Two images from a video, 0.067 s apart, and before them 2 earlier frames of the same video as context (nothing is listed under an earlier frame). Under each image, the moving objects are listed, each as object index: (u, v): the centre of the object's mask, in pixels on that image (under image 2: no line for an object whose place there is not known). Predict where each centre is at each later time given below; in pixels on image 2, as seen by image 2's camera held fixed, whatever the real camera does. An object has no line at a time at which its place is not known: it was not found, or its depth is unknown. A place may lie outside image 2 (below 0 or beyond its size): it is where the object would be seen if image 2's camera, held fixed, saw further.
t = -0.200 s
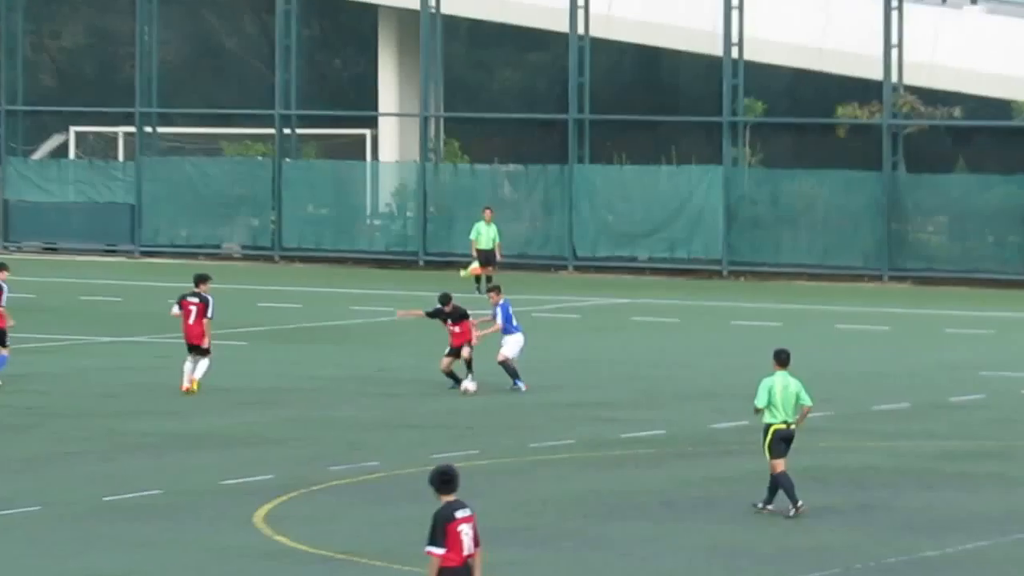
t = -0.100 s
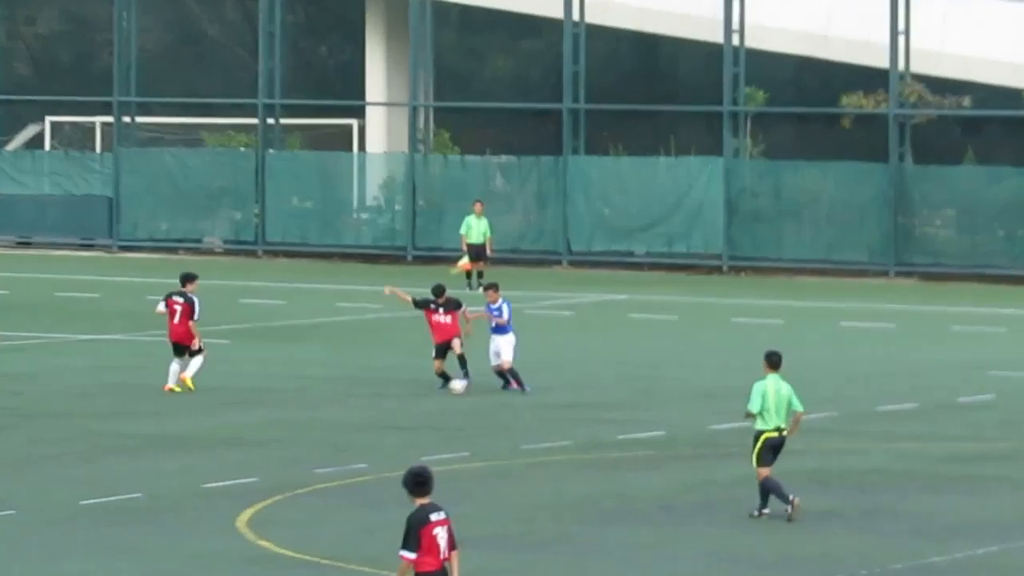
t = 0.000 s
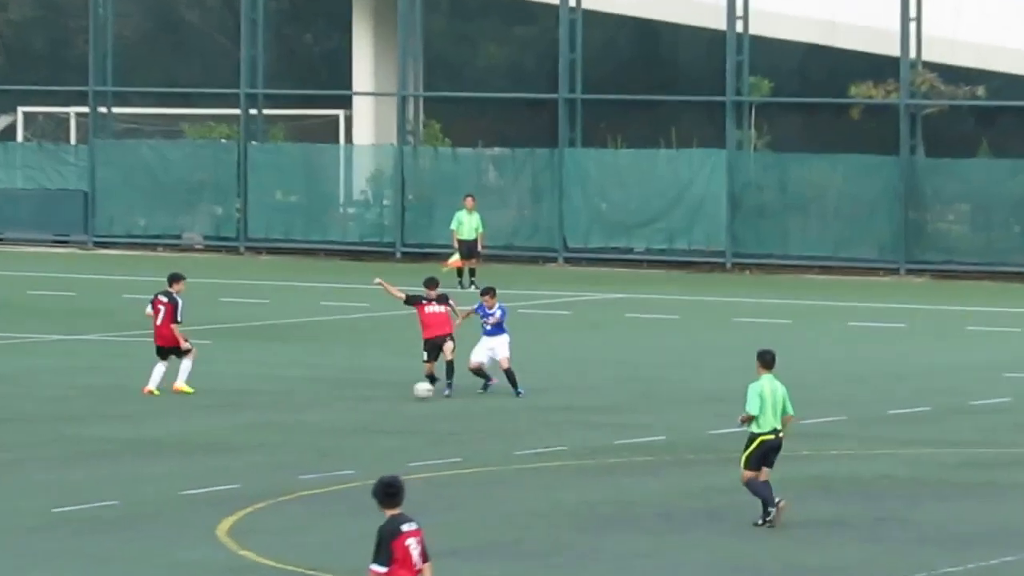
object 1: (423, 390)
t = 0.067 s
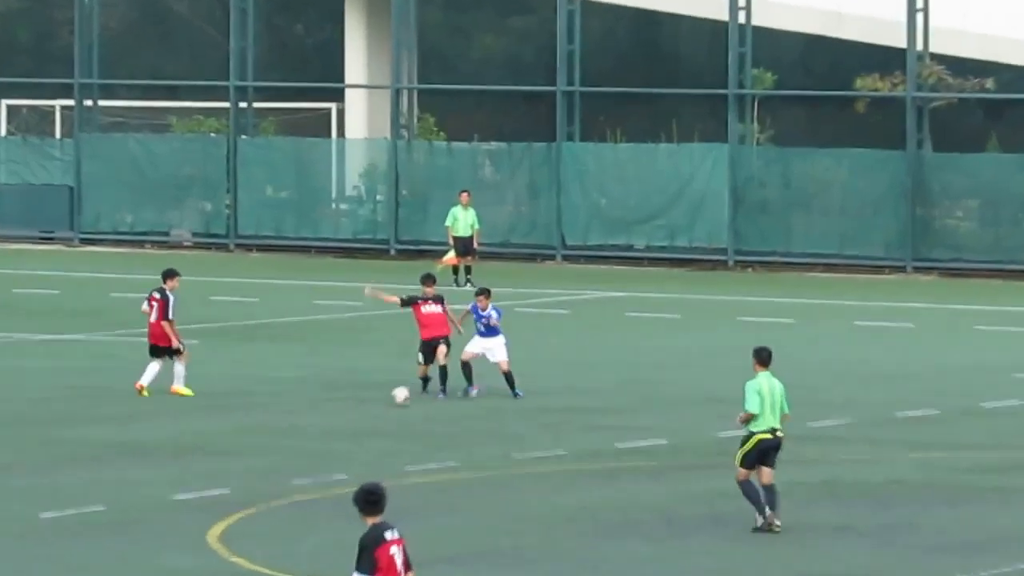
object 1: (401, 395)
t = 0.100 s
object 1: (392, 399)
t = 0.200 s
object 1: (369, 400)
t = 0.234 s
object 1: (361, 402)
